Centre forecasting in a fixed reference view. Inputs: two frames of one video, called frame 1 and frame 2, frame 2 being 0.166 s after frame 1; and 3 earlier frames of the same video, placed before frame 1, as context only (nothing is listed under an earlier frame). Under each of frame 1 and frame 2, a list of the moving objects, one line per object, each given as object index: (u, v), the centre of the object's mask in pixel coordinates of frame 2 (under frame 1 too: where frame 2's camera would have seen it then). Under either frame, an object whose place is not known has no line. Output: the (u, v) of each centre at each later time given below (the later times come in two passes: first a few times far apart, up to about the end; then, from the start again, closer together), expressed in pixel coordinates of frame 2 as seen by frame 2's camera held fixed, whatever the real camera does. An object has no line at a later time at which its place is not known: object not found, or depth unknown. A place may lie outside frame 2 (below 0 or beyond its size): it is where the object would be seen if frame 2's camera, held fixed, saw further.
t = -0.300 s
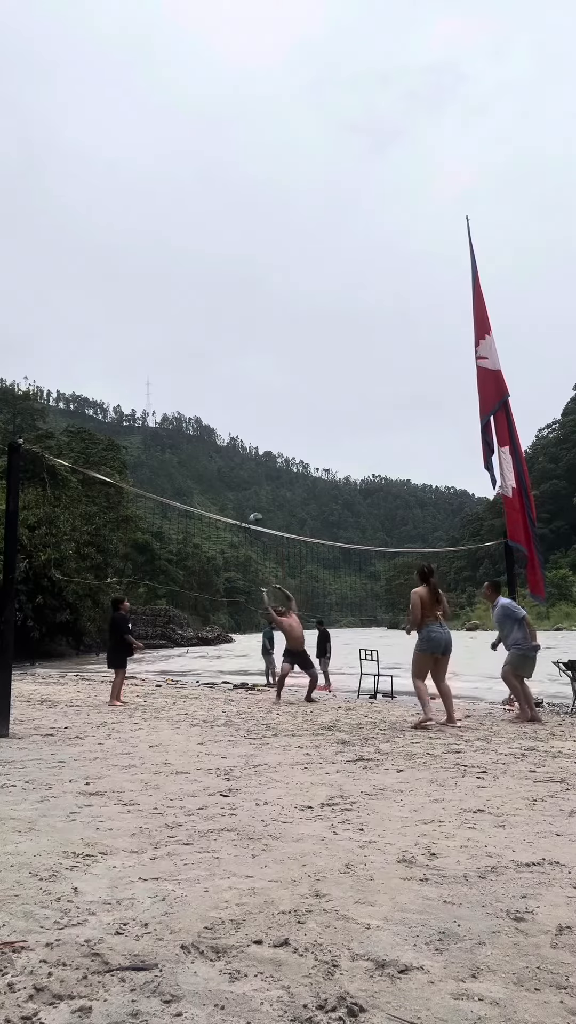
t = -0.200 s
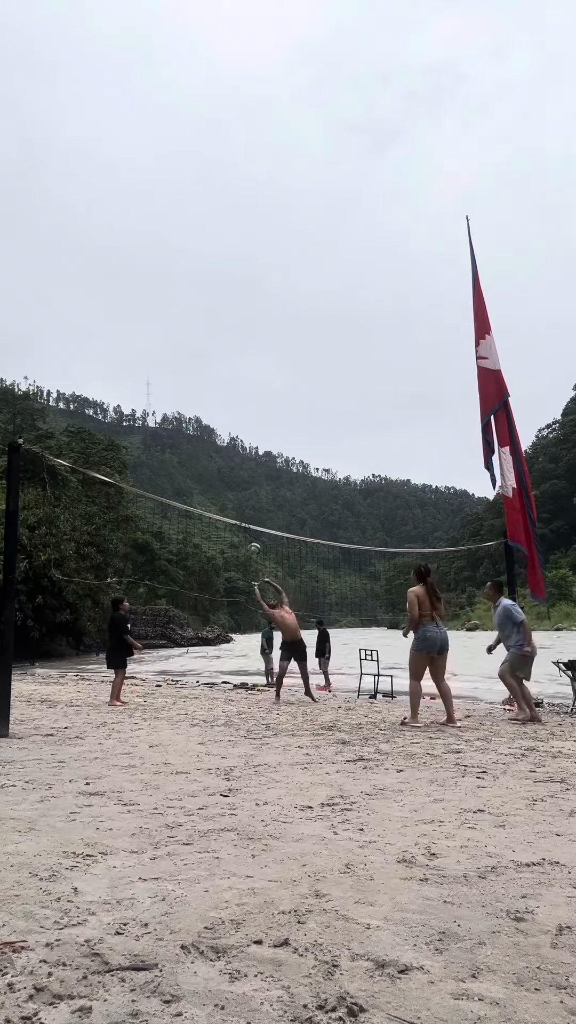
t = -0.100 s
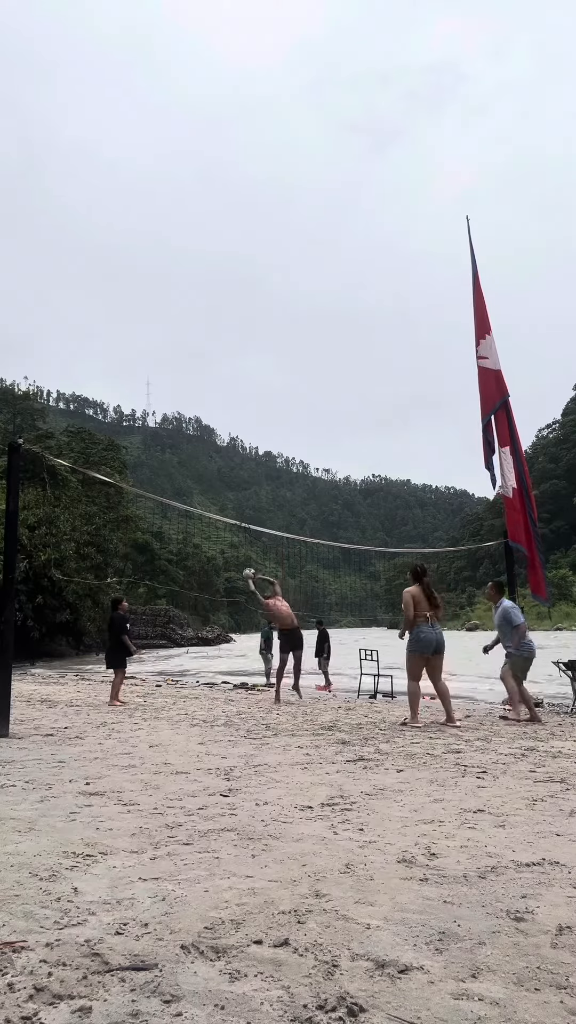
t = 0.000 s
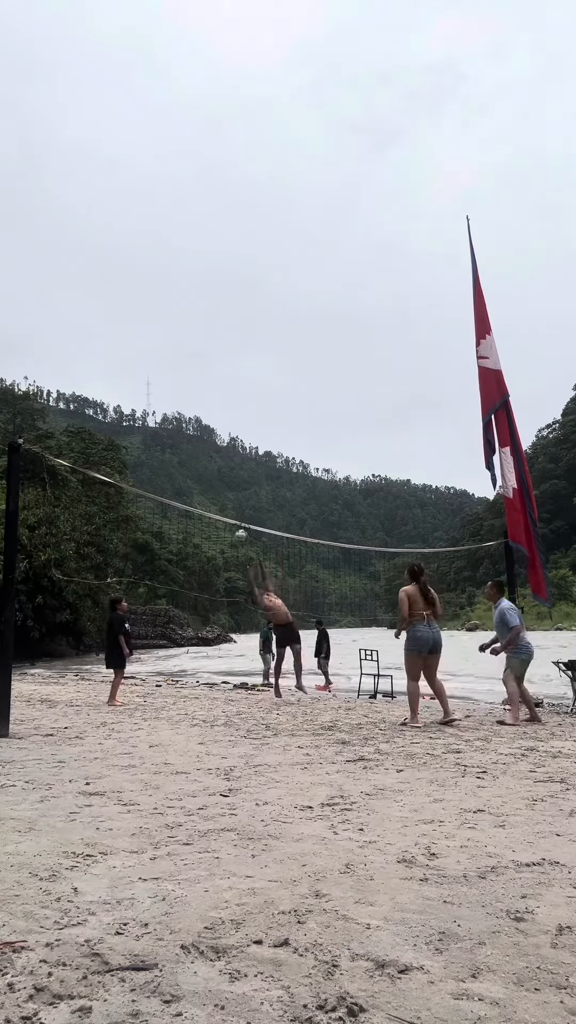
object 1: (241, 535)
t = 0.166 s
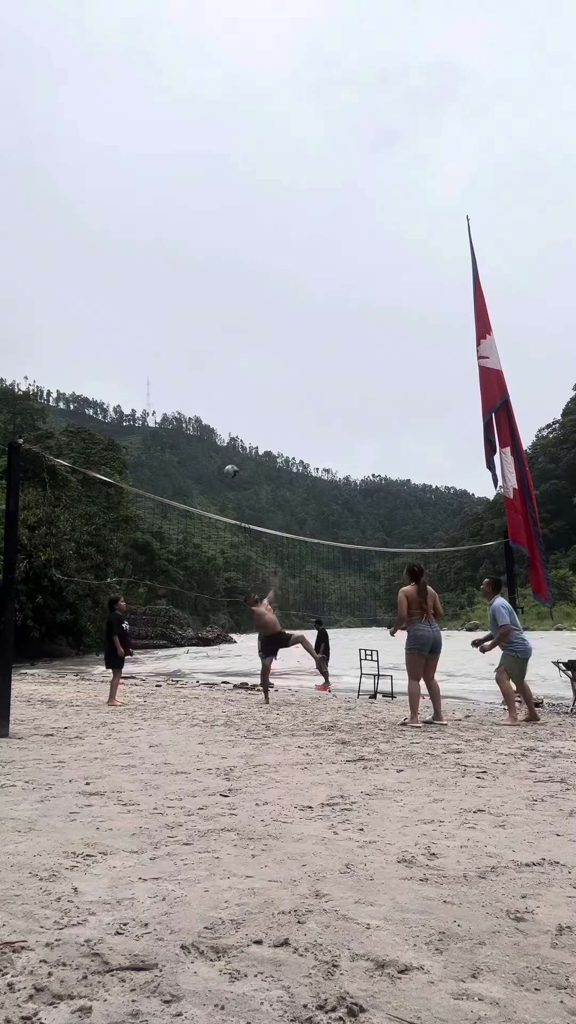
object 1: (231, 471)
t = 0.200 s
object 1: (229, 460)
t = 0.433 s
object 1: (217, 399)
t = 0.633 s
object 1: (205, 373)
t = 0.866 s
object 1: (192, 381)
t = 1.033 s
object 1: (182, 415)
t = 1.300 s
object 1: (165, 537)
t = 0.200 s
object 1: (229, 460)
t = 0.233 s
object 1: (228, 449)
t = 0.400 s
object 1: (219, 406)
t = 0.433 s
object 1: (217, 399)
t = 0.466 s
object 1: (215, 393)
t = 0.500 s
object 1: (213, 387)
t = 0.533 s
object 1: (211, 383)
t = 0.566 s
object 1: (209, 379)
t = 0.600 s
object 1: (207, 376)
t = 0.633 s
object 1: (205, 373)
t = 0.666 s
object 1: (203, 372)
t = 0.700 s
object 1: (202, 371)
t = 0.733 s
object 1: (200, 372)
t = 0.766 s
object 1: (198, 372)
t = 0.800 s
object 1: (196, 374)
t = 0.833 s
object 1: (194, 377)
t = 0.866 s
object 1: (192, 381)
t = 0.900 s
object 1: (191, 385)
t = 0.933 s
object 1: (188, 391)
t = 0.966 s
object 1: (186, 398)
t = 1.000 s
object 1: (184, 406)
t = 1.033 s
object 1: (182, 415)
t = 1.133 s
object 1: (176, 450)
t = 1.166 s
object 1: (174, 463)
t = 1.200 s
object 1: (172, 479)
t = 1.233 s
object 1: (170, 496)
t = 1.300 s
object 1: (165, 537)
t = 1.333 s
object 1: (163, 559)
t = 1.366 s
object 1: (161, 583)
